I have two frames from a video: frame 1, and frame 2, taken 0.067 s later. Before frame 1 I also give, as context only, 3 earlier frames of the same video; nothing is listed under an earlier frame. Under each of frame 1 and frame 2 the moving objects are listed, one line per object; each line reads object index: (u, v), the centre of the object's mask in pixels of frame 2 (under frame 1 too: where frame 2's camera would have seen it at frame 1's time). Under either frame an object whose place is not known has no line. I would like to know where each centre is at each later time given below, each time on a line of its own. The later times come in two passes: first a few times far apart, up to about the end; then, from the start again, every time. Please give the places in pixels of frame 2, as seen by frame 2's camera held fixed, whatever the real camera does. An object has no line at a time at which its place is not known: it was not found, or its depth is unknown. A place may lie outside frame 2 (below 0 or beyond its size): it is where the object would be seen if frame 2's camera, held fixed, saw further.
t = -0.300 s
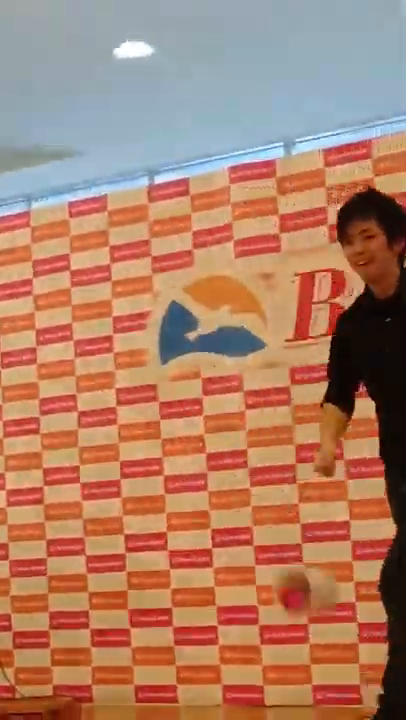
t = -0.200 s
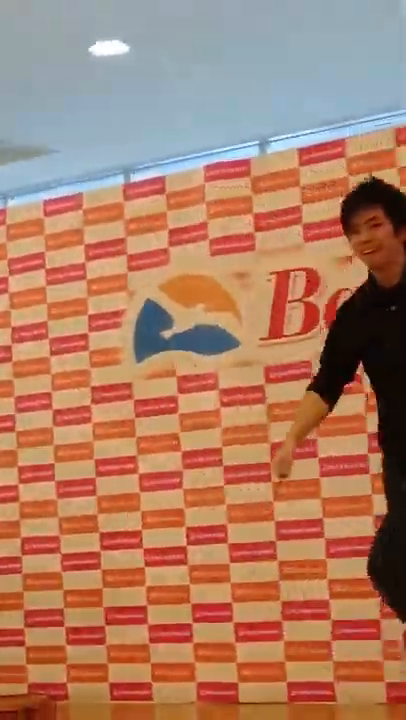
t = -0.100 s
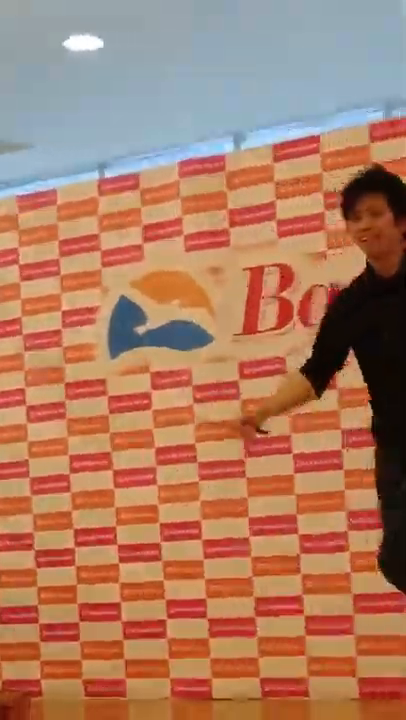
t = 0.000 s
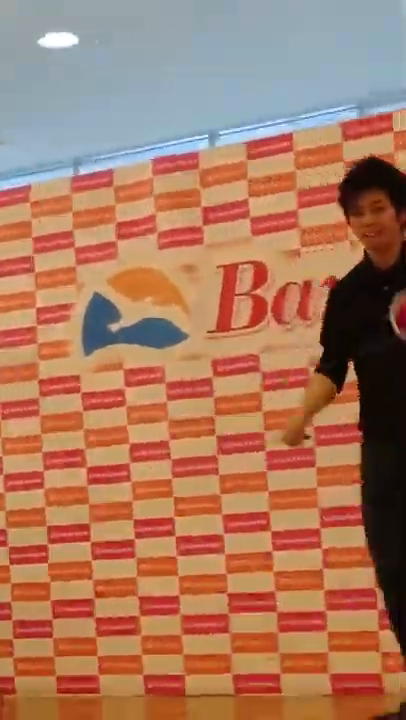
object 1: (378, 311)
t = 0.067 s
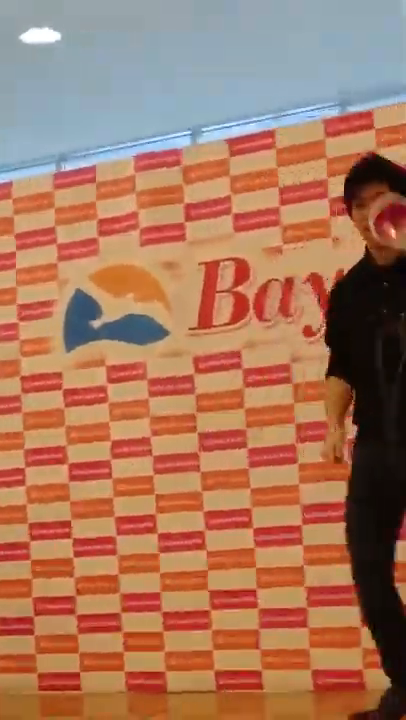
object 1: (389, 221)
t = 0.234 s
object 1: (398, 75)
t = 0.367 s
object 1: (403, 27)
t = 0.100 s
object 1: (393, 184)
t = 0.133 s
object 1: (398, 154)
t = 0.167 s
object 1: (398, 123)
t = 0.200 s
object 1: (398, 97)
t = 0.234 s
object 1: (398, 75)
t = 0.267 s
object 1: (399, 57)
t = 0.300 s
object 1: (400, 42)
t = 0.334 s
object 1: (401, 32)
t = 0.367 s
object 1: (403, 27)
